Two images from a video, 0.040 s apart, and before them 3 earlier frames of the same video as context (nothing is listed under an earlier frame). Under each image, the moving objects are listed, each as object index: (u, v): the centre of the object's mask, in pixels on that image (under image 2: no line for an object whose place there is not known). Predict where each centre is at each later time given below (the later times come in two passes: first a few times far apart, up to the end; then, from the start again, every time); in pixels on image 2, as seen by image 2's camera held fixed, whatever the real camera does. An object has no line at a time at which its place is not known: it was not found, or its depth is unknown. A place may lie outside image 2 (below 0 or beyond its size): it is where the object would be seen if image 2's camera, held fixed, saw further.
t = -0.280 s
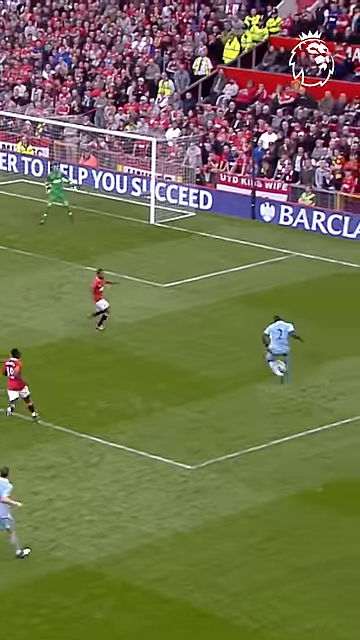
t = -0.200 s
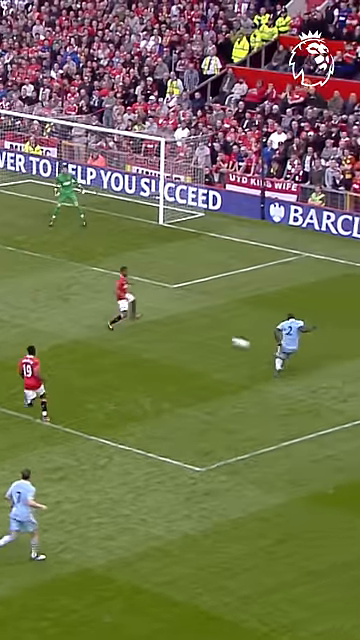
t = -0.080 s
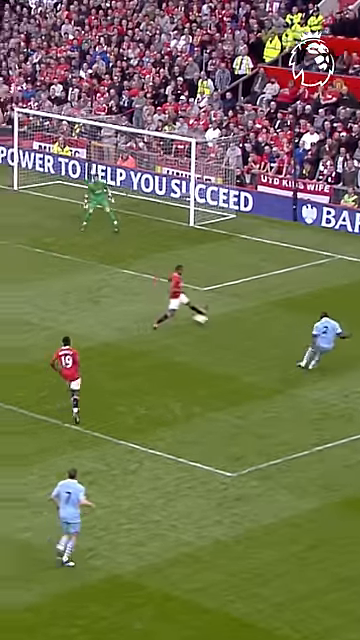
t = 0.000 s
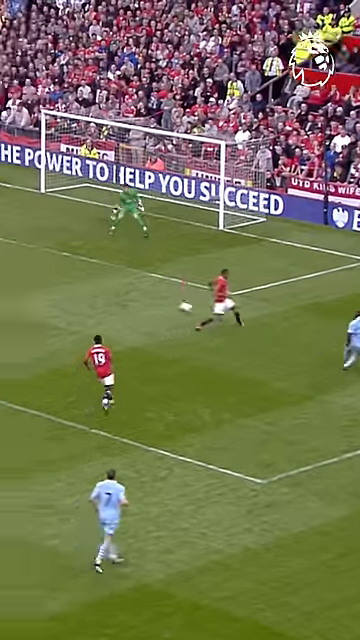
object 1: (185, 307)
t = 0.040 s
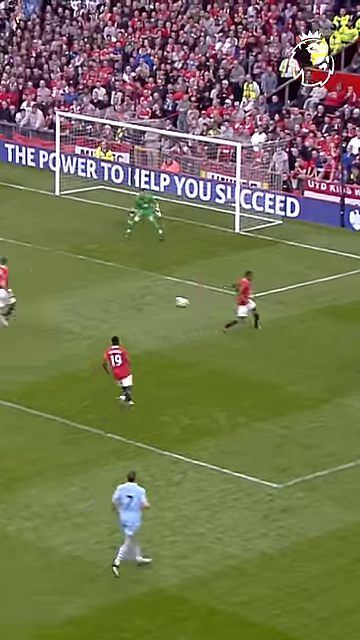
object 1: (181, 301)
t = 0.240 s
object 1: (87, 269)
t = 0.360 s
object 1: (34, 253)
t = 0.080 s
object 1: (161, 294)
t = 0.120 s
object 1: (141, 288)
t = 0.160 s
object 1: (123, 282)
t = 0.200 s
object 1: (104, 276)
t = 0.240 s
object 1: (87, 269)
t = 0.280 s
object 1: (69, 263)
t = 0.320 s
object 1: (54, 258)
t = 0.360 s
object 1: (34, 253)
